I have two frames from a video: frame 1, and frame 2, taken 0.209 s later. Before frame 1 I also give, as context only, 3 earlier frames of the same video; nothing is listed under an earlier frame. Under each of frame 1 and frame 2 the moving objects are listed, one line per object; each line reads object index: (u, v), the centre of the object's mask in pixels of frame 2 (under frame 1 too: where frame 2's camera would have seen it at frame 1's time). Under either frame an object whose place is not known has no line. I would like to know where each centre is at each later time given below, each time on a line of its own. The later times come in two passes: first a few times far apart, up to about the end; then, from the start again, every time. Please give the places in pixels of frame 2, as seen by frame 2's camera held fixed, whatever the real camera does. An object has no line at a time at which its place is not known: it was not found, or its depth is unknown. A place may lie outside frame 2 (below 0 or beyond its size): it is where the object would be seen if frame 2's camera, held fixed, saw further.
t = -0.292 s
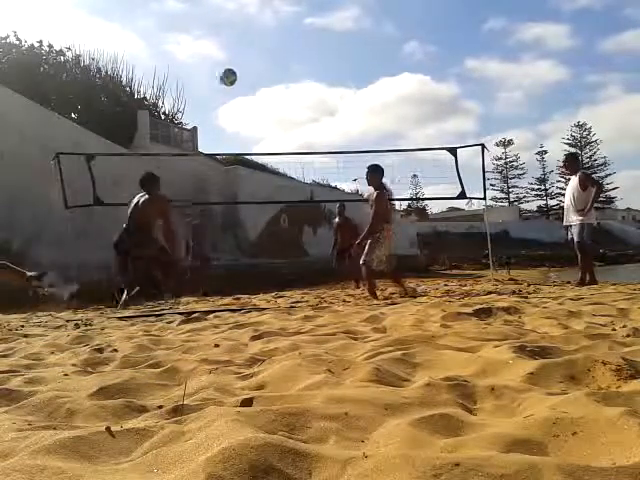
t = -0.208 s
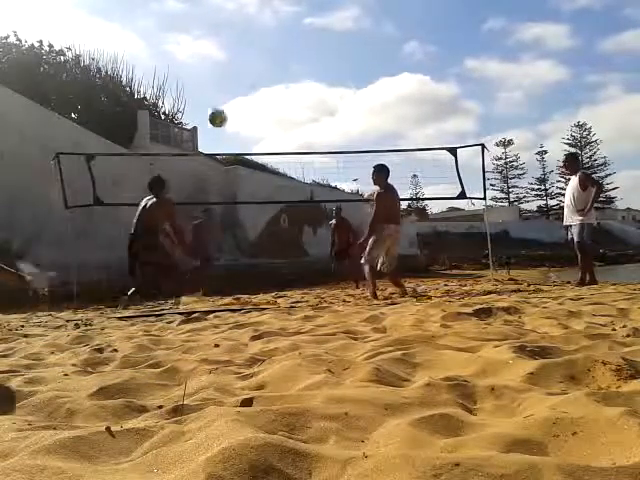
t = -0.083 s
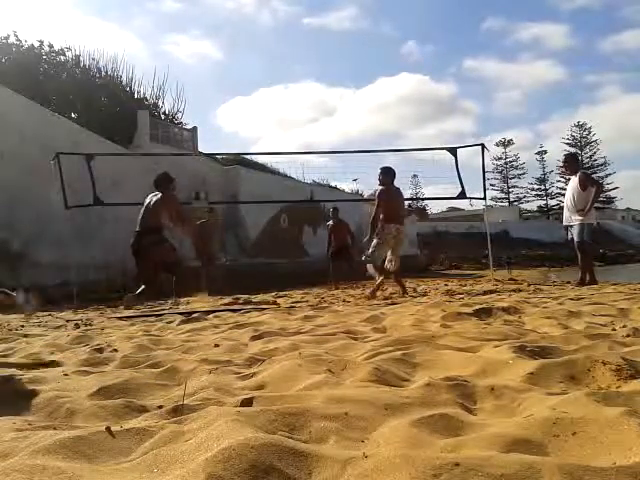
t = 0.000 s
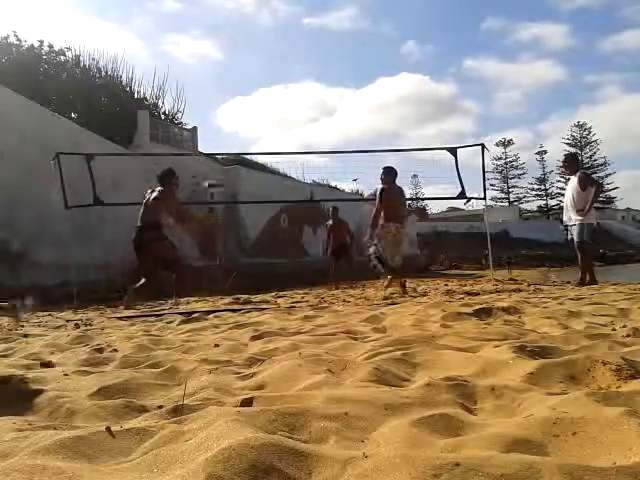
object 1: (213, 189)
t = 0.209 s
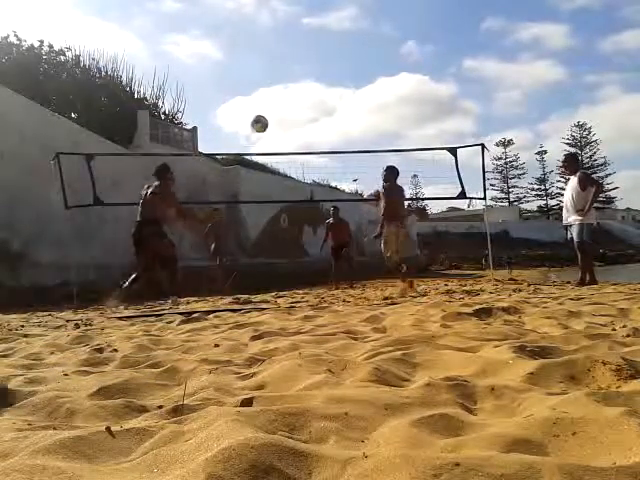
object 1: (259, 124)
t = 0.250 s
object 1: (268, 116)
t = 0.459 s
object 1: (307, 98)
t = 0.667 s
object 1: (340, 114)
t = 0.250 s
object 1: (268, 116)
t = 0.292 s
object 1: (276, 109)
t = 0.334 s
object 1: (284, 104)
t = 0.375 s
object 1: (292, 101)
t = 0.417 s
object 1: (299, 99)
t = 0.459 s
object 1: (307, 98)
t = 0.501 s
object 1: (314, 99)
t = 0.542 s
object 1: (321, 101)
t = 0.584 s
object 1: (327, 105)
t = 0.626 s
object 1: (334, 109)
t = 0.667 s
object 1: (340, 114)
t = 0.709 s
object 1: (346, 121)
